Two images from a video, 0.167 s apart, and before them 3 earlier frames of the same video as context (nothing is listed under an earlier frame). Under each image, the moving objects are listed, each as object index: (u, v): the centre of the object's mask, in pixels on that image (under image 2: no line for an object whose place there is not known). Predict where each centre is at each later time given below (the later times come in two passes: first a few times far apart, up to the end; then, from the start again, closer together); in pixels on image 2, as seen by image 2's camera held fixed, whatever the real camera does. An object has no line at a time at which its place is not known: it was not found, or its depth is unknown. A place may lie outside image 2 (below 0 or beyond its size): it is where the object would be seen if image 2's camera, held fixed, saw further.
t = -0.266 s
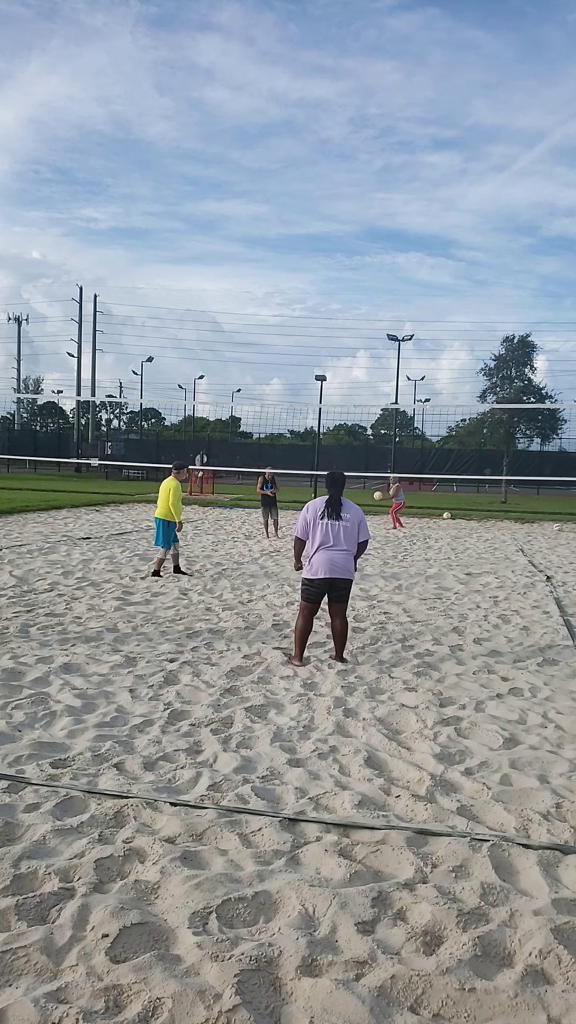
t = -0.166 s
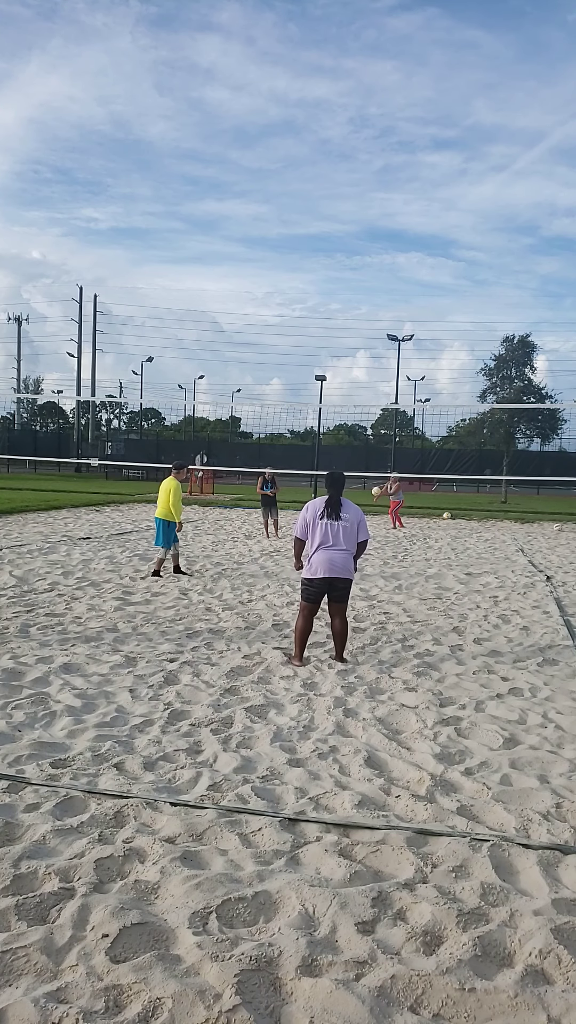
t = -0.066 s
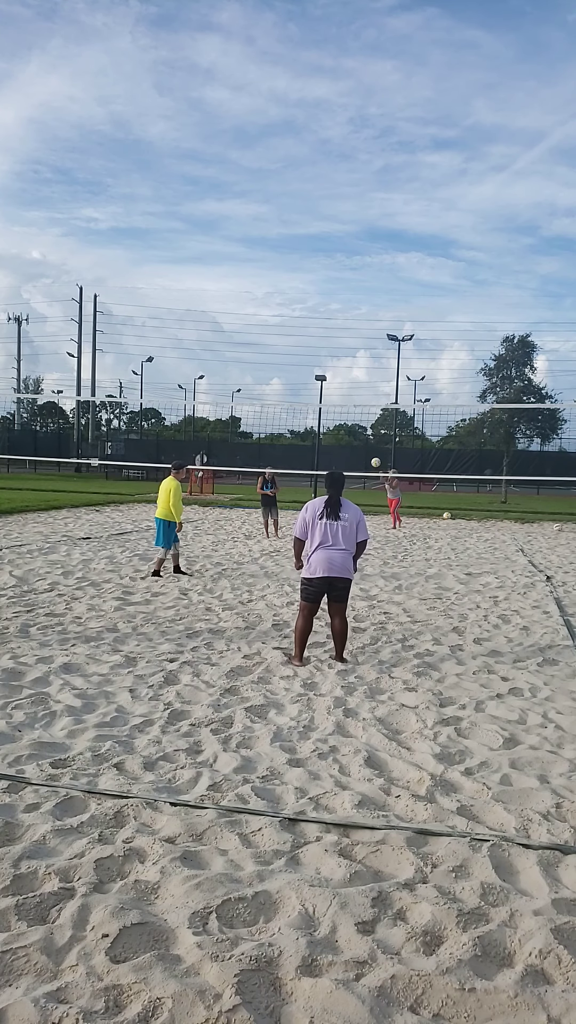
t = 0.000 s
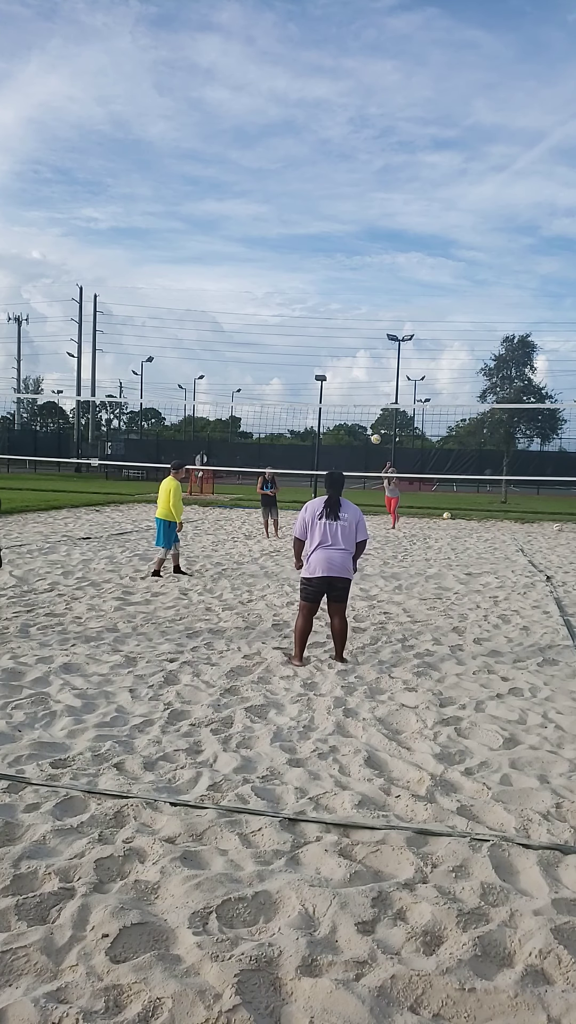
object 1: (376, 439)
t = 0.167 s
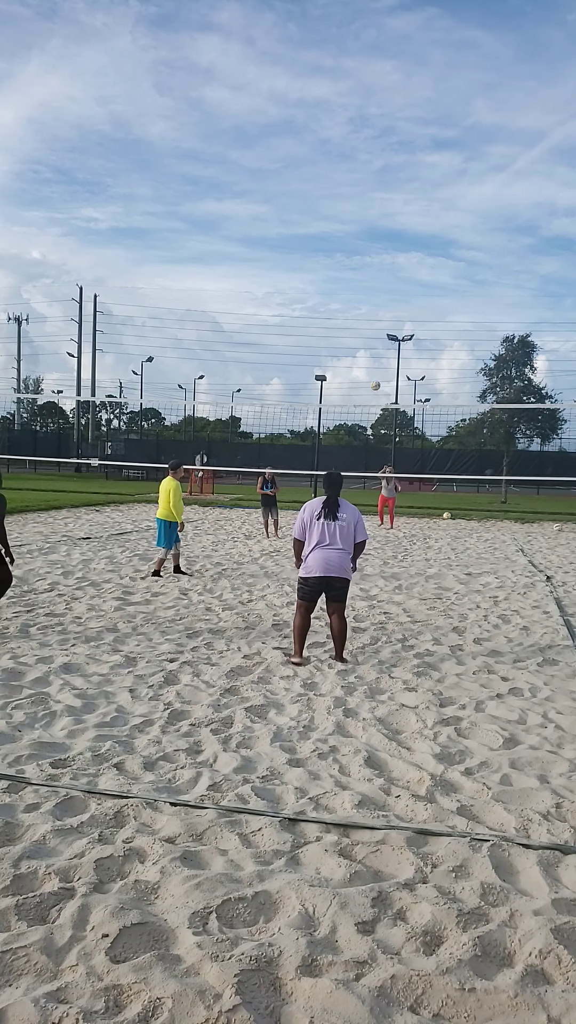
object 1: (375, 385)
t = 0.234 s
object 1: (374, 366)
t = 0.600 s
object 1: (364, 294)
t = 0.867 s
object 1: (352, 283)
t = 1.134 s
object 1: (338, 316)
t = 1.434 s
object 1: (320, 413)
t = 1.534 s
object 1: (314, 460)
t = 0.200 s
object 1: (375, 376)
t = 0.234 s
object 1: (374, 366)
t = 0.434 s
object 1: (369, 320)
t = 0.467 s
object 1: (368, 314)
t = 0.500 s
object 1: (367, 308)
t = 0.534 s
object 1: (366, 302)
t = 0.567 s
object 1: (365, 298)
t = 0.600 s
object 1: (364, 294)
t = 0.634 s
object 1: (363, 291)
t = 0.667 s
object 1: (361, 287)
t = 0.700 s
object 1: (360, 285)
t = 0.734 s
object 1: (358, 283)
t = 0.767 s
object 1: (357, 282)
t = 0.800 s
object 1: (355, 282)
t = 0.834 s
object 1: (354, 282)
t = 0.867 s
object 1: (352, 283)
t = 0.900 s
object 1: (351, 284)
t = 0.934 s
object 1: (349, 287)
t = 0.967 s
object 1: (347, 290)
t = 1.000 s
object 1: (345, 293)
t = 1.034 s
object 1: (344, 298)
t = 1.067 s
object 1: (342, 303)
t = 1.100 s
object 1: (340, 309)
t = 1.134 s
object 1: (338, 316)
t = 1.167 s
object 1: (336, 323)
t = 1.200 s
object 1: (335, 331)
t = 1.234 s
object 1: (332, 341)
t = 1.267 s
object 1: (331, 351)
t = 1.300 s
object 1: (329, 361)
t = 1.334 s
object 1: (326, 373)
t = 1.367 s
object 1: (324, 386)
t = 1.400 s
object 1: (322, 400)
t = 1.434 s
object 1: (320, 413)
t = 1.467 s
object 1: (318, 428)
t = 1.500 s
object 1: (316, 443)
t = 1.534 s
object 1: (314, 460)
